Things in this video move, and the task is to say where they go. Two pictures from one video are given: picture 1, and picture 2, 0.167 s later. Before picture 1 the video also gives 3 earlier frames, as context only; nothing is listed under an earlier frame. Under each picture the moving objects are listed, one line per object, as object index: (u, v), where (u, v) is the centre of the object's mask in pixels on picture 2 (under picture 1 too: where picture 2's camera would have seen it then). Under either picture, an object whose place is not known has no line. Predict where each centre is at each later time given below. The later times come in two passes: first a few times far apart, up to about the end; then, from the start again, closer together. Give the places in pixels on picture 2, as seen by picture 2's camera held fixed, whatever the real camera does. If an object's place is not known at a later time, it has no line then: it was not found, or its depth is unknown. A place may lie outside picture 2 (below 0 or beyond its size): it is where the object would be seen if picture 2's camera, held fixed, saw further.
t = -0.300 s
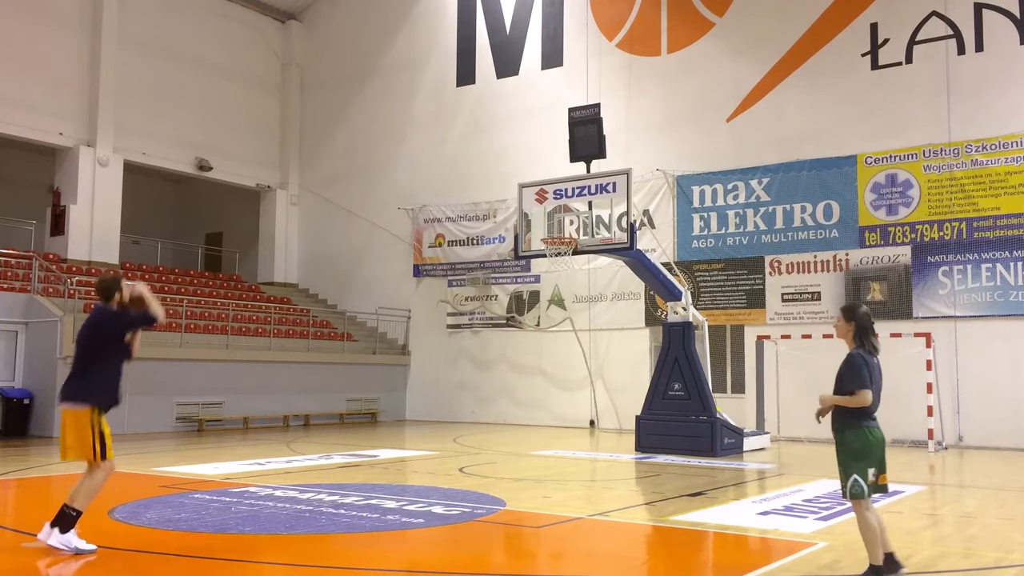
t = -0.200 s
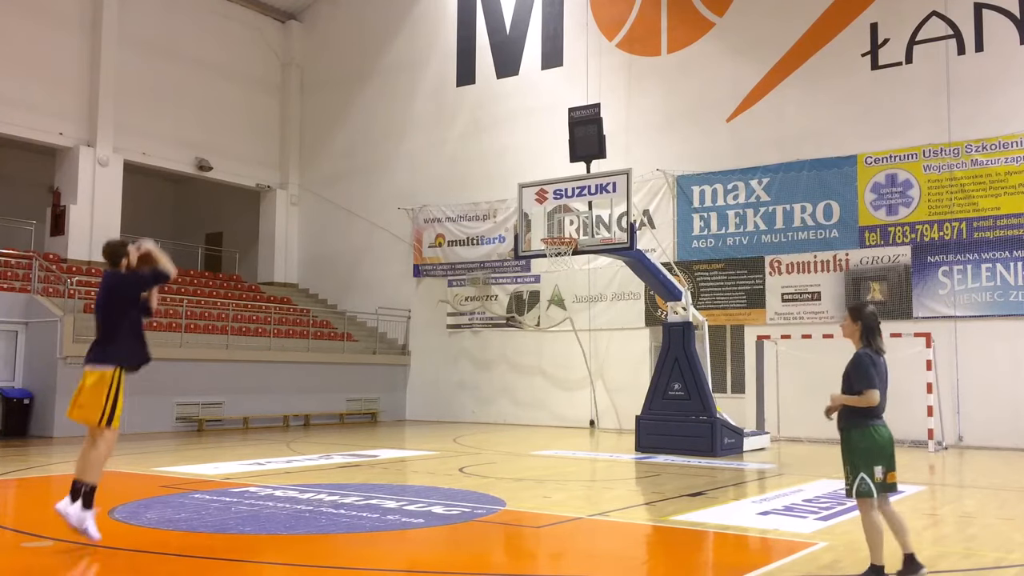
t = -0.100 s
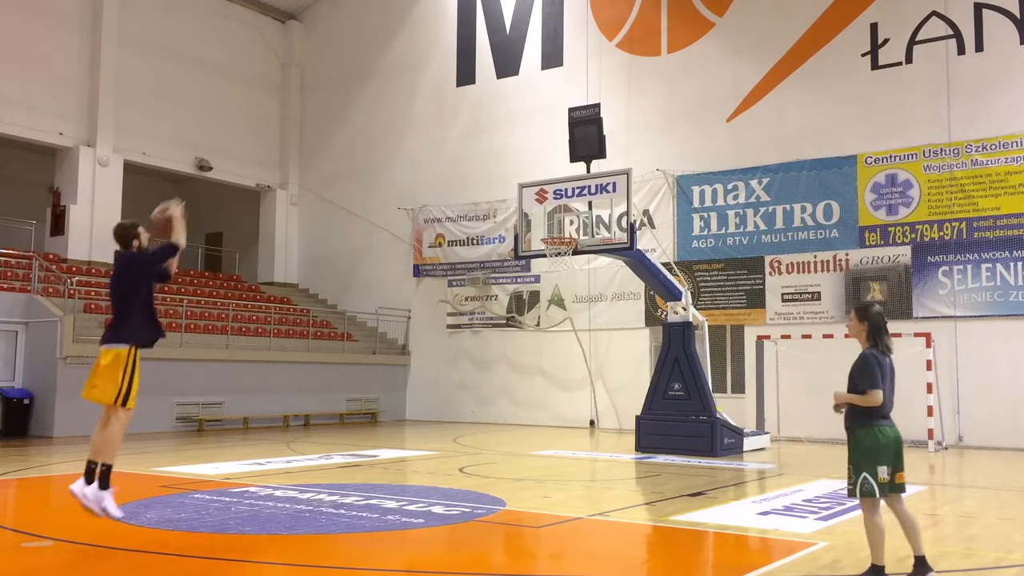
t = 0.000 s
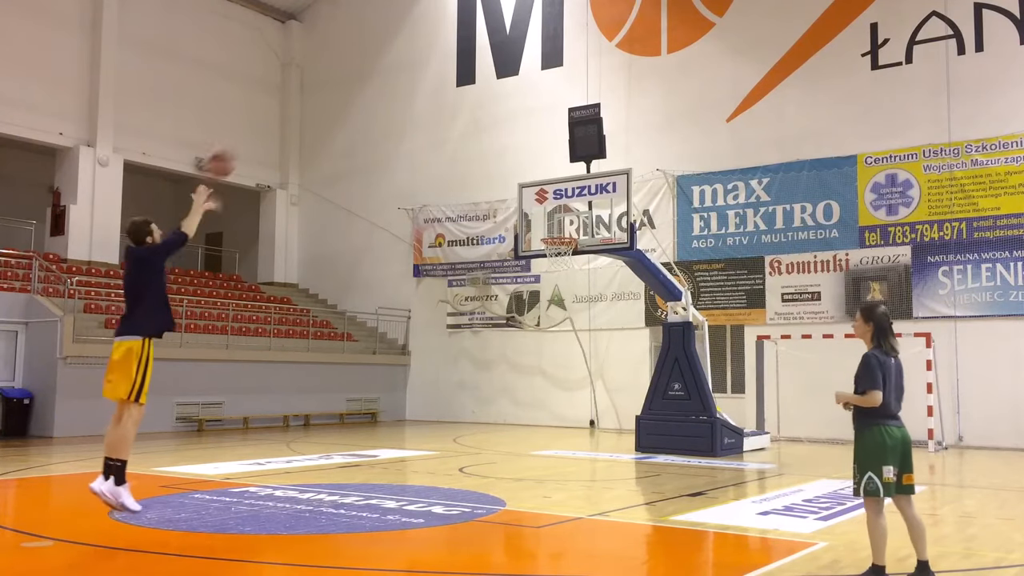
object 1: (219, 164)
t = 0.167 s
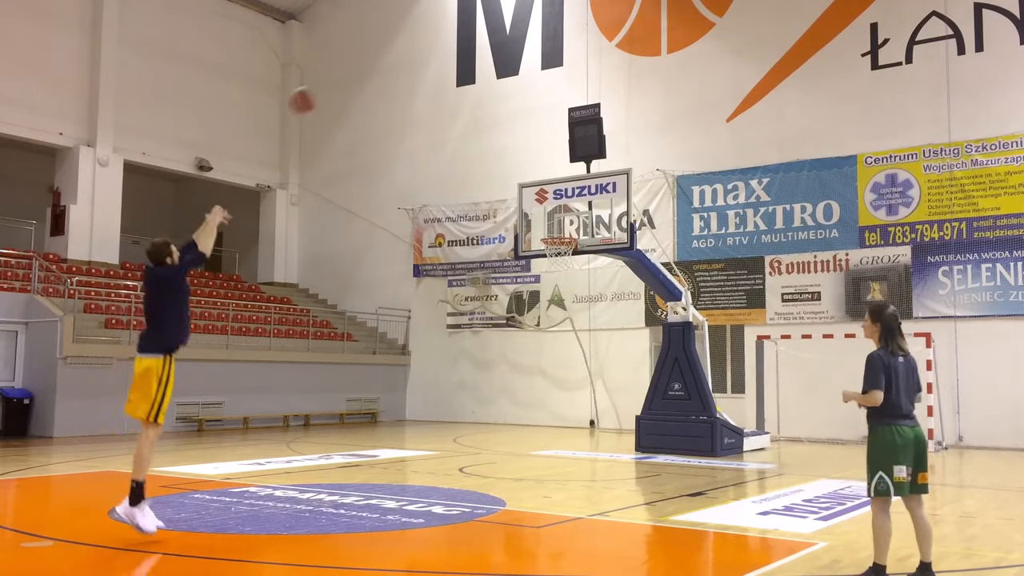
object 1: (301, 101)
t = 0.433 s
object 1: (405, 75)
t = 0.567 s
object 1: (444, 87)
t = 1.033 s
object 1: (547, 218)
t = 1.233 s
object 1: (574, 281)
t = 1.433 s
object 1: (592, 345)
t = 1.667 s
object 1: (612, 448)
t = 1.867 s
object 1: (615, 400)
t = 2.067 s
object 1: (617, 366)
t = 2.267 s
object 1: (619, 358)
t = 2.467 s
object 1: (621, 378)
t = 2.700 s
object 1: (623, 436)
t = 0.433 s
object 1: (405, 75)
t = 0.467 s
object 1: (415, 77)
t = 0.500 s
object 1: (426, 80)
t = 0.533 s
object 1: (435, 83)
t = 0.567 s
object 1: (444, 87)
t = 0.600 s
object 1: (452, 92)
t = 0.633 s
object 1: (462, 98)
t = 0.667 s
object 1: (470, 105)
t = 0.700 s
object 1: (479, 112)
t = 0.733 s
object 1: (487, 120)
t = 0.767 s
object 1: (494, 129)
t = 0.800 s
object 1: (501, 138)
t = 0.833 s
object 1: (509, 148)
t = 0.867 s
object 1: (515, 158)
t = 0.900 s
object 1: (522, 169)
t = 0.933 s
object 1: (529, 179)
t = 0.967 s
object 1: (537, 194)
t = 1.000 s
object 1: (541, 203)
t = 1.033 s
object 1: (547, 218)
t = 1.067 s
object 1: (555, 229)
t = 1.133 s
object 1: (565, 260)
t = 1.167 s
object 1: (568, 266)
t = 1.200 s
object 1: (571, 273)
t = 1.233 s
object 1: (574, 281)
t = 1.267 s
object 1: (577, 290)
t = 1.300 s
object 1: (580, 299)
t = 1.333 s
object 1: (583, 310)
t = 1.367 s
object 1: (586, 321)
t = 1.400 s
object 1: (589, 333)
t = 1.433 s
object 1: (592, 345)
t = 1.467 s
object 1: (595, 357)
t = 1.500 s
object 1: (598, 371)
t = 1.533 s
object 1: (601, 386)
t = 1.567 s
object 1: (604, 400)
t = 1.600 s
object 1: (606, 416)
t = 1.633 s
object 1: (609, 431)
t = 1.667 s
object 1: (612, 448)
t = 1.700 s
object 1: (614, 449)
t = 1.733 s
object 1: (614, 438)
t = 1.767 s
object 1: (614, 428)
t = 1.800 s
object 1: (615, 417)
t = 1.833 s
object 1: (615, 408)
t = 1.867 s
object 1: (615, 400)
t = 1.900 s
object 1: (616, 392)
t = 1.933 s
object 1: (616, 385)
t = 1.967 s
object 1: (616, 379)
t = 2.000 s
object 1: (616, 374)
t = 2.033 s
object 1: (617, 369)
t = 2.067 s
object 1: (617, 366)
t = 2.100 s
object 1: (617, 363)
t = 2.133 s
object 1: (618, 360)
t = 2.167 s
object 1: (618, 359)
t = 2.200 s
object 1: (618, 358)
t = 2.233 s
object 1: (619, 358)
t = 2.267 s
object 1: (619, 358)
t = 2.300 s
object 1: (619, 360)
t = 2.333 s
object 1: (620, 362)
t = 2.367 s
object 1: (620, 365)
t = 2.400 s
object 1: (620, 369)
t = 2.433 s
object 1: (621, 373)
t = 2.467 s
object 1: (621, 378)
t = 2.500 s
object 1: (622, 384)
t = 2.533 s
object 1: (622, 391)
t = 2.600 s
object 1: (623, 406)
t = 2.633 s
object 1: (623, 415)
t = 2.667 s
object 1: (623, 425)
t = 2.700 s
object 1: (623, 436)
